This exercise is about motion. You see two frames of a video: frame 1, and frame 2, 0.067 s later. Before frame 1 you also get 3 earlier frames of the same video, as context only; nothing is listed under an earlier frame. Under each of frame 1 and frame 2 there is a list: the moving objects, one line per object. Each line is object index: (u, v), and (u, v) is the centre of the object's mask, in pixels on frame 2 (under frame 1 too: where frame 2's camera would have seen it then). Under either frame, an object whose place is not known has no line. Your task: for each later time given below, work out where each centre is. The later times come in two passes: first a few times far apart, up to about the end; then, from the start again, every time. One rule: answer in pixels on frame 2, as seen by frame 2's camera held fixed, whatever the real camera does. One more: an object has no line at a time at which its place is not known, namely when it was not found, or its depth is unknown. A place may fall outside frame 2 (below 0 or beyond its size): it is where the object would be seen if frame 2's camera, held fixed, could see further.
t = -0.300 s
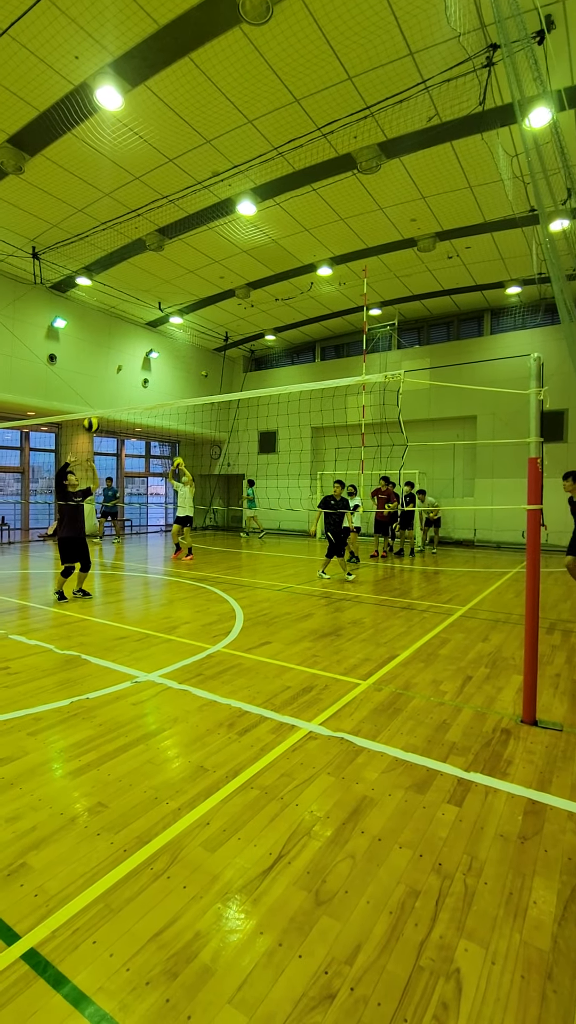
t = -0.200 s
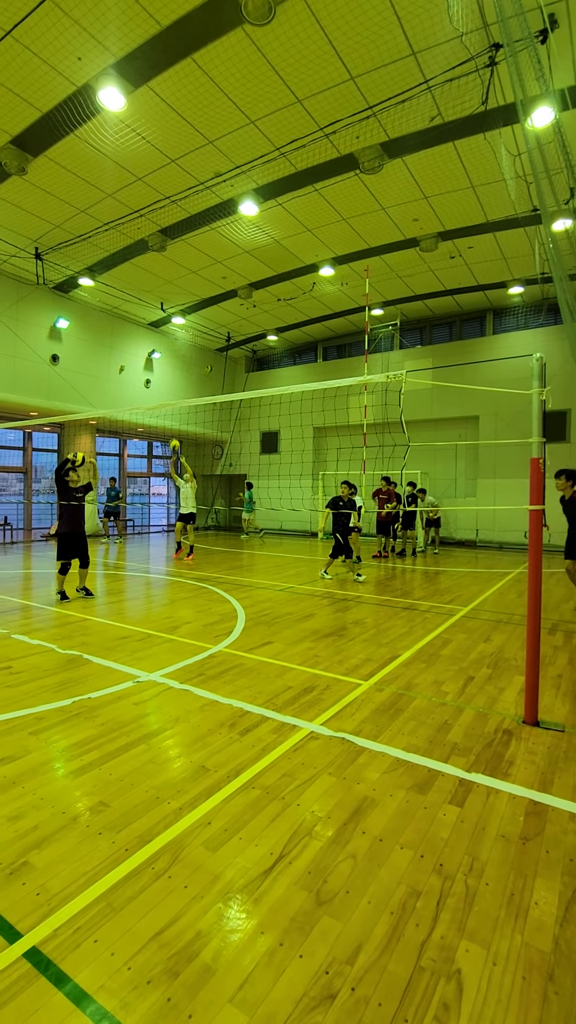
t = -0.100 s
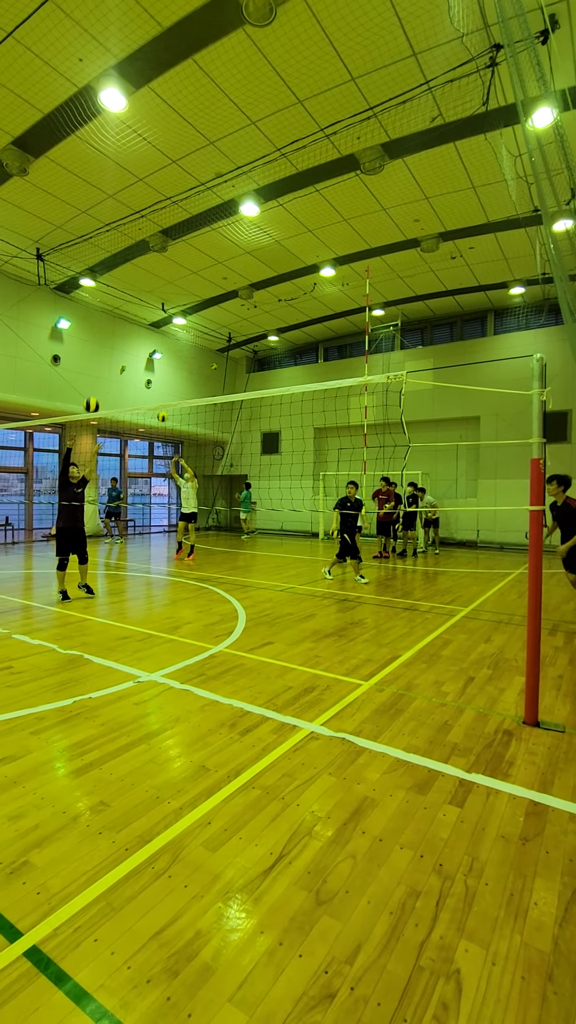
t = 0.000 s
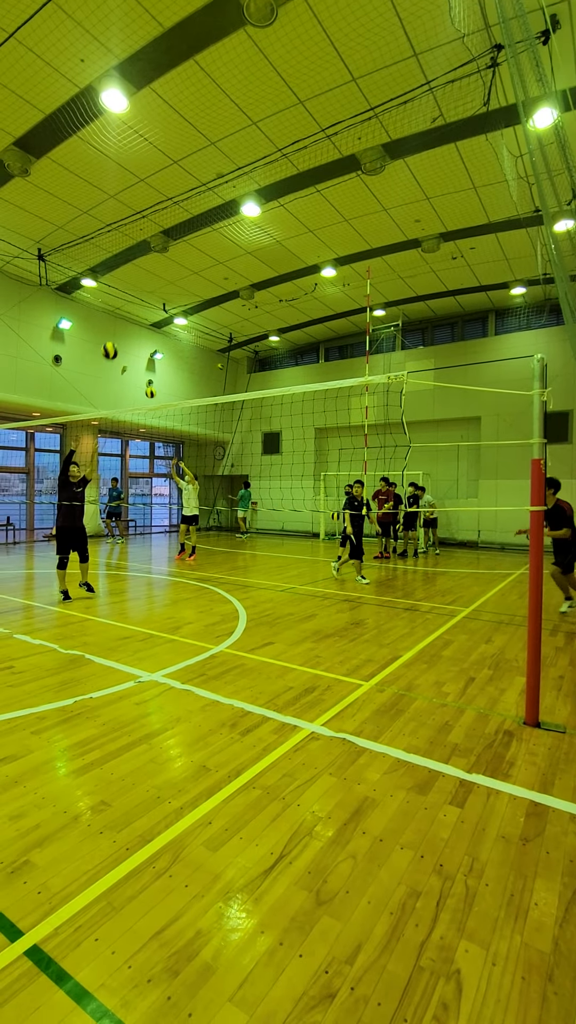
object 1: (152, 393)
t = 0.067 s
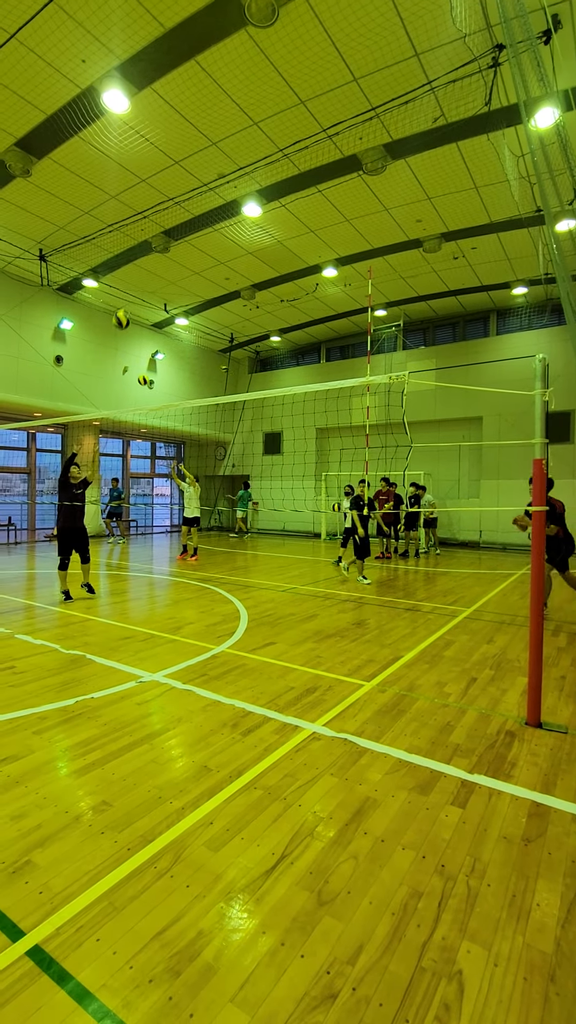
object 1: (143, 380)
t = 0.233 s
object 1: (120, 355)
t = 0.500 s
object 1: (80, 345)
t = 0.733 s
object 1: (44, 369)
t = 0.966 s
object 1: (5, 429)
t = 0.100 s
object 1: (138, 373)
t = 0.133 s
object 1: (134, 368)
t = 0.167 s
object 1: (129, 363)
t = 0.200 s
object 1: (124, 359)
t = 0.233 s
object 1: (120, 355)
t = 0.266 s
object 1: (115, 352)
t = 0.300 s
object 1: (110, 349)
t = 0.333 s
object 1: (106, 347)
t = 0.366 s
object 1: (101, 345)
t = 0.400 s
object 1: (96, 344)
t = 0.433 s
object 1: (91, 344)
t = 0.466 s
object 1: (86, 344)
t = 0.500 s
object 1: (80, 345)
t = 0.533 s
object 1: (76, 347)
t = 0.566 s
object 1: (70, 349)
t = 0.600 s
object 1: (65, 352)
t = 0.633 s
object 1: (60, 356)
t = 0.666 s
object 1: (56, 360)
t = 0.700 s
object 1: (49, 364)
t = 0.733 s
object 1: (44, 369)
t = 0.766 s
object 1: (39, 376)
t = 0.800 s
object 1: (34, 383)
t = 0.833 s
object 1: (28, 390)
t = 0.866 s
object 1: (23, 398)
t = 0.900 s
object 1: (17, 408)
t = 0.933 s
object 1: (11, 417)
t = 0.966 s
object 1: (5, 429)
